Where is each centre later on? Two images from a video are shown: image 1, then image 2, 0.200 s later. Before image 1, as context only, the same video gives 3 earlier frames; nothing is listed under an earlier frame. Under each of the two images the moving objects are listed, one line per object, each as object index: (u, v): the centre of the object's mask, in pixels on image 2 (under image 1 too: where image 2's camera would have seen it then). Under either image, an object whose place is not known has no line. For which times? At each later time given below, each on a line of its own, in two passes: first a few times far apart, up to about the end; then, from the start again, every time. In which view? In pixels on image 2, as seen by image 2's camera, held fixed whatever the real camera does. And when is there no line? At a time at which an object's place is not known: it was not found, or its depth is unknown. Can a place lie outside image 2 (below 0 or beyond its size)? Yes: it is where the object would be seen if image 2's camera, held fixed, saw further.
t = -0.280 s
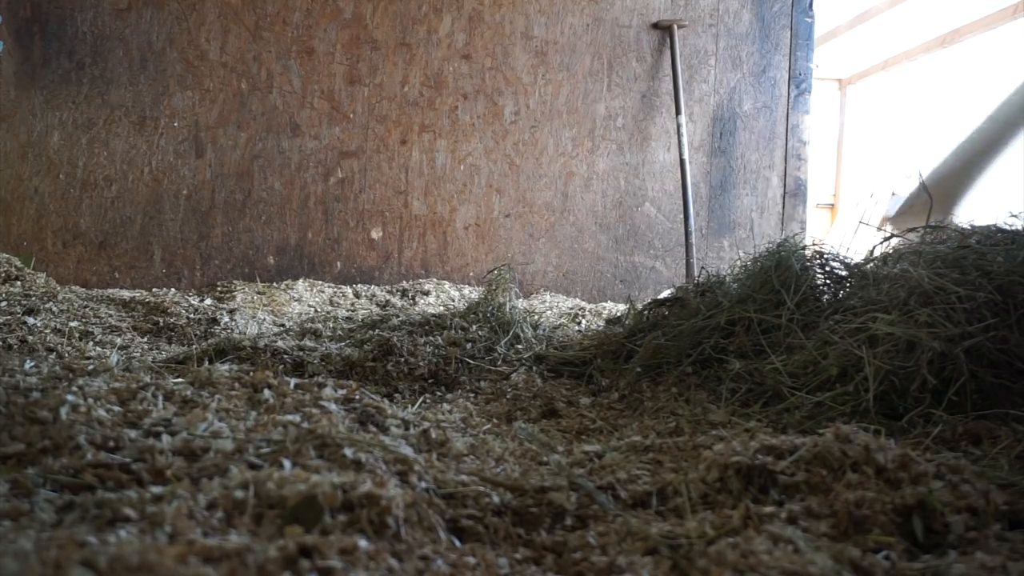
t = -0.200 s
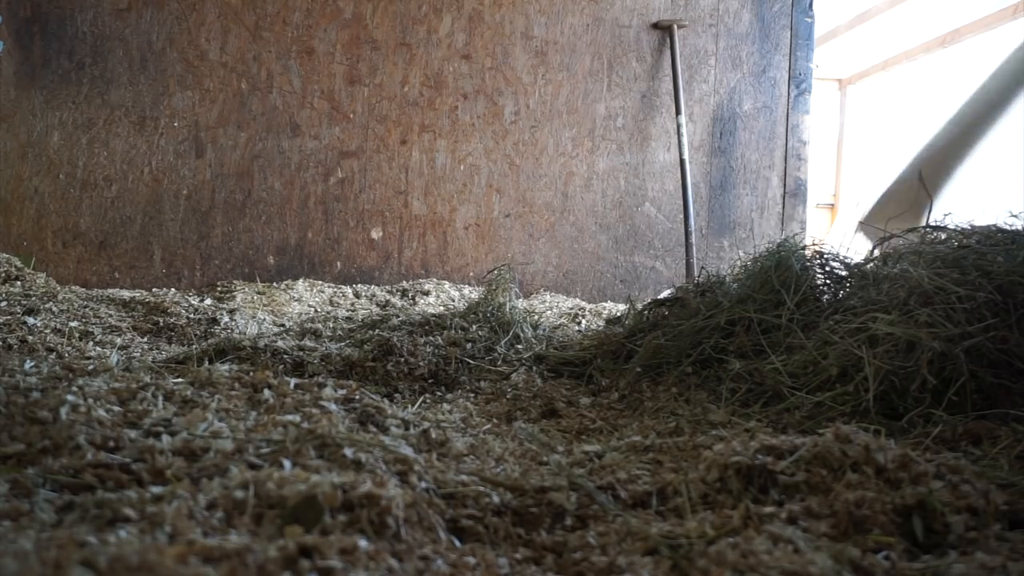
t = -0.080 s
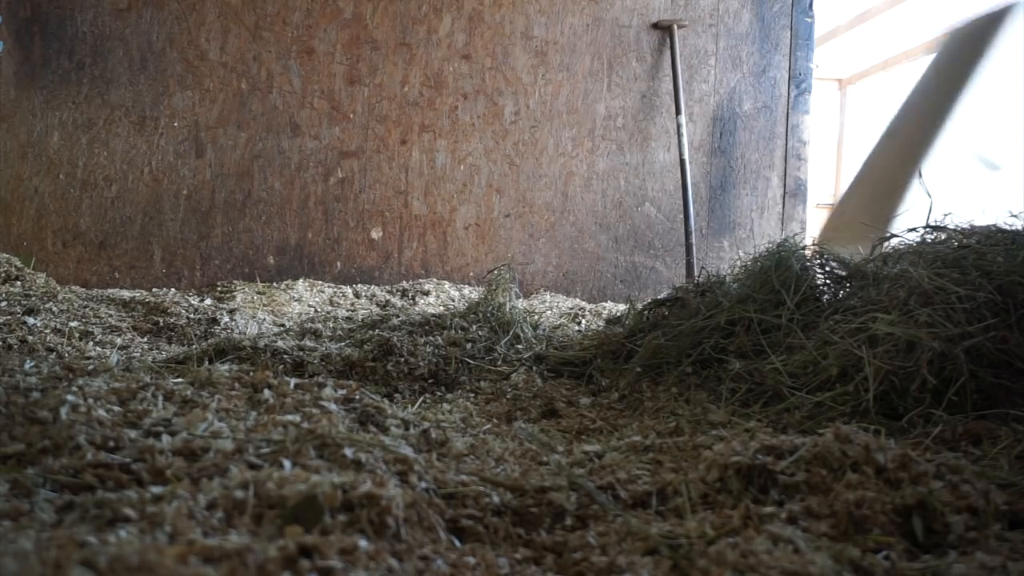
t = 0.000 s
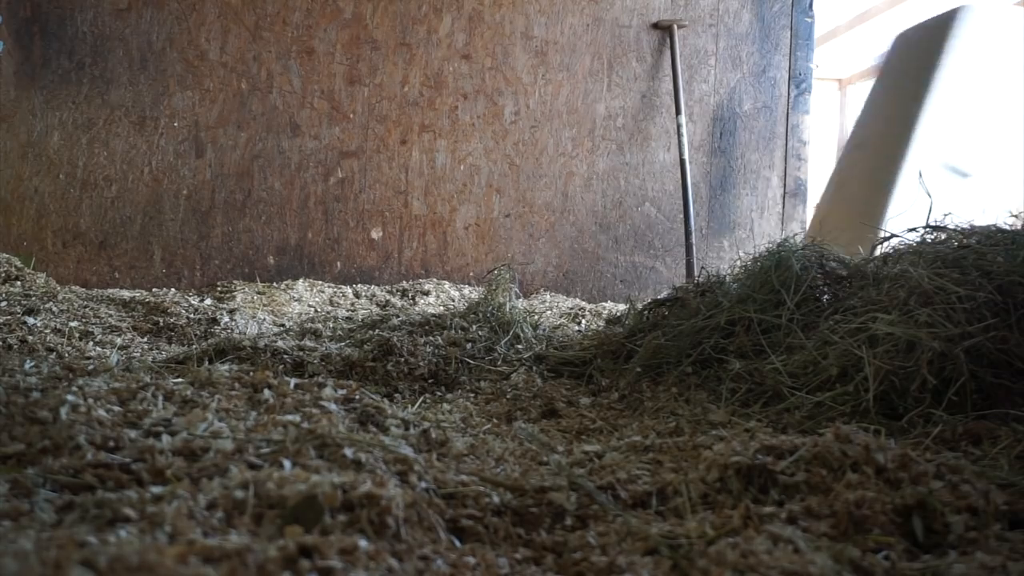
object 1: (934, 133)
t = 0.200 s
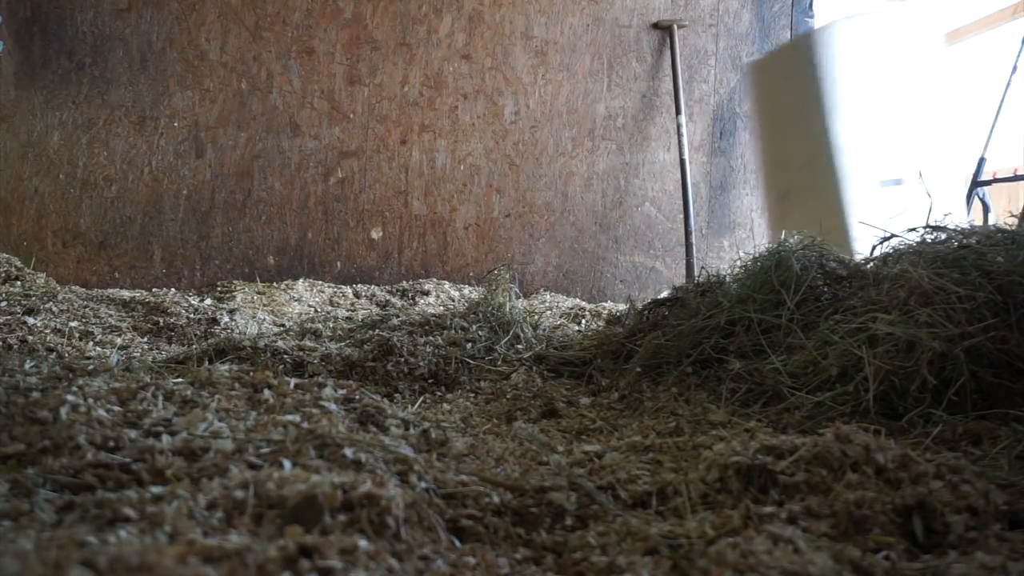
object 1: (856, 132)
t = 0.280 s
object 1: (821, 134)
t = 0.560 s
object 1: (666, 248)
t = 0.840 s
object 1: (682, 216)
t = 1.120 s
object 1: (705, 215)
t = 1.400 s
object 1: (707, 215)
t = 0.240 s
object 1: (838, 131)
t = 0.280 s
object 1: (821, 134)
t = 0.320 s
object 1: (803, 140)
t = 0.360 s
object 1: (783, 147)
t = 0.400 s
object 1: (760, 157)
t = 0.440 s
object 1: (741, 171)
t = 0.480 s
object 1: (718, 190)
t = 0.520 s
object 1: (687, 217)
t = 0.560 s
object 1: (666, 248)
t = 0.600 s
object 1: (665, 247)
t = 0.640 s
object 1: (674, 237)
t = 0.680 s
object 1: (675, 230)
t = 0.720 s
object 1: (678, 224)
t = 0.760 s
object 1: (678, 219)
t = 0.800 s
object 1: (680, 217)
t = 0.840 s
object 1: (682, 216)
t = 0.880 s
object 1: (684, 216)
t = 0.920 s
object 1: (686, 218)
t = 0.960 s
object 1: (688, 220)
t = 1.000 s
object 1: (696, 218)
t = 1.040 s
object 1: (697, 216)
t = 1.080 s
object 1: (703, 215)
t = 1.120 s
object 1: (705, 215)
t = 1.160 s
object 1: (705, 216)
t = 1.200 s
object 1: (704, 216)
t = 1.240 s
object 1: (705, 216)
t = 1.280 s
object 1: (705, 216)
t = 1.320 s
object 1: (706, 215)
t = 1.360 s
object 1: (706, 215)
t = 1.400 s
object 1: (707, 215)
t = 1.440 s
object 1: (707, 215)
